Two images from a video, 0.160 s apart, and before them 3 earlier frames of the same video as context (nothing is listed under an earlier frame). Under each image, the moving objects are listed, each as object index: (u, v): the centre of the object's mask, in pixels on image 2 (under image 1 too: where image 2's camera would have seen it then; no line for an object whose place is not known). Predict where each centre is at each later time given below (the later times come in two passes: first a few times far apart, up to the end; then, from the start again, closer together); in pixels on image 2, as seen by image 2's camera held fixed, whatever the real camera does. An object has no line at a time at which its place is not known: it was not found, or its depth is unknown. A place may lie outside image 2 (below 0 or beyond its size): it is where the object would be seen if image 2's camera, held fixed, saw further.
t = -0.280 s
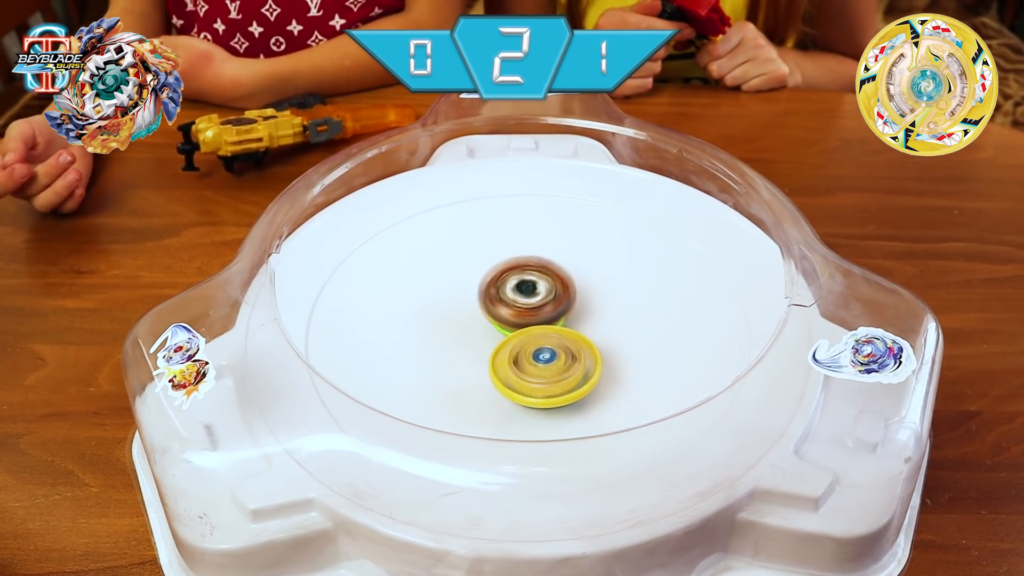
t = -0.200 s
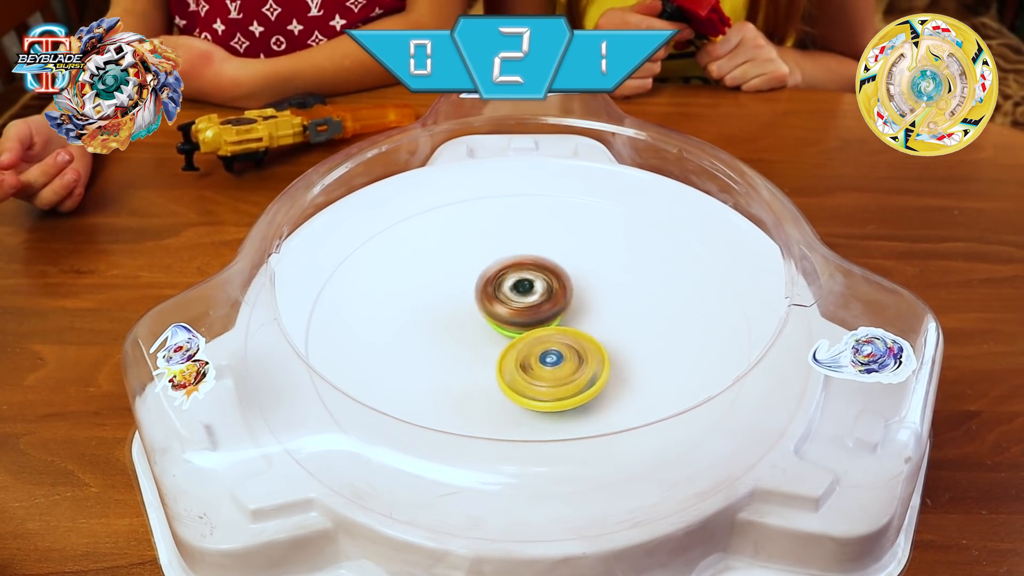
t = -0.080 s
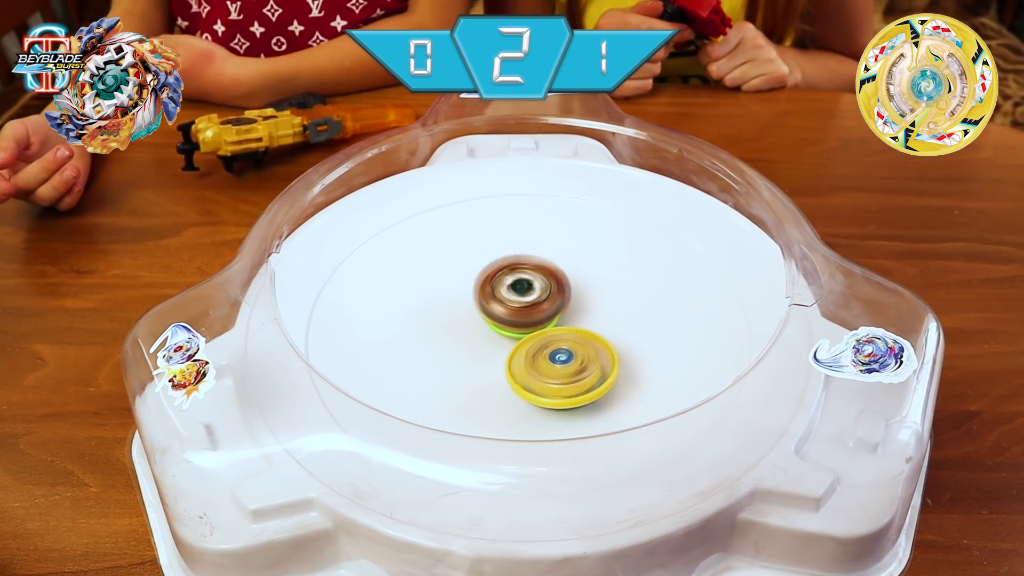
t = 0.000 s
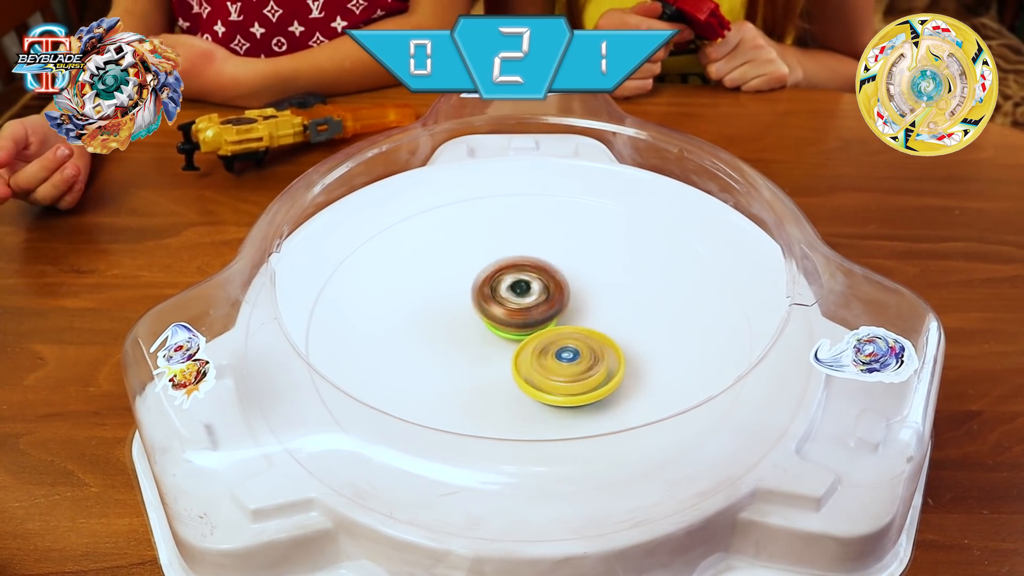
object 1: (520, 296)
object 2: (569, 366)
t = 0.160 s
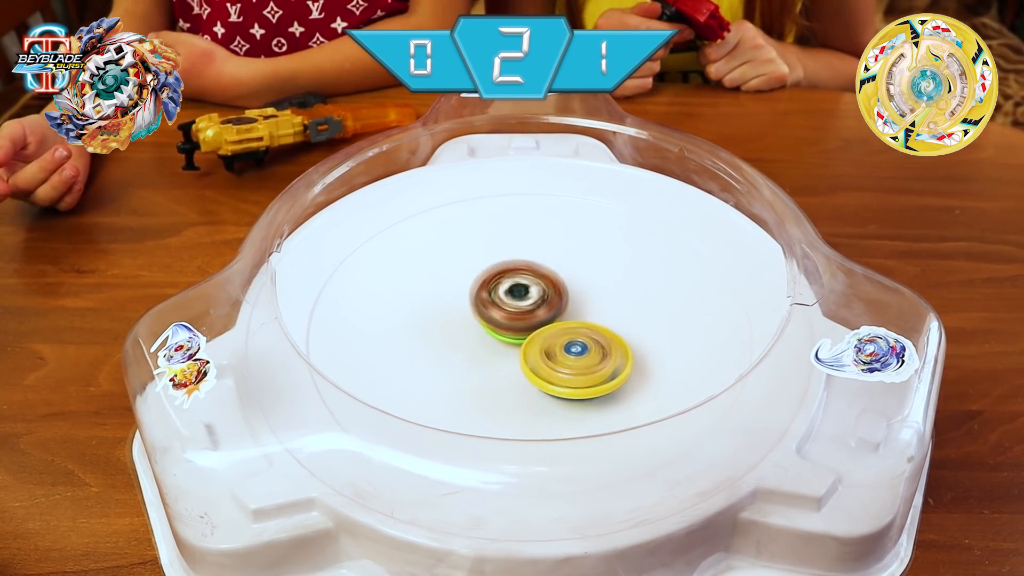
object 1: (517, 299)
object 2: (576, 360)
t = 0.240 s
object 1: (516, 300)
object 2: (580, 358)
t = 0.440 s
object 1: (511, 299)
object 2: (597, 356)
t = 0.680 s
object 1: (513, 305)
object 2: (605, 343)
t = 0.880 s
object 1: (501, 303)
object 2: (631, 333)
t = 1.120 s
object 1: (496, 305)
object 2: (650, 319)
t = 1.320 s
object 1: (501, 311)
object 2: (649, 309)
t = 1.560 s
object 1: (519, 315)
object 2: (630, 298)
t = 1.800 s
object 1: (519, 317)
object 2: (622, 281)
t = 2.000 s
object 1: (527, 317)
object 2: (607, 269)
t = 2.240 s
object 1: (528, 320)
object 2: (594, 251)
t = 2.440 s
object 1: (533, 319)
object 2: (582, 241)
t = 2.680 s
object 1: (537, 316)
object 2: (565, 241)
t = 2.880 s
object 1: (538, 316)
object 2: (549, 246)
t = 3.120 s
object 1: (537, 317)
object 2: (527, 247)
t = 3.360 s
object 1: (541, 323)
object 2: (504, 247)
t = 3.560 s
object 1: (544, 325)
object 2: (487, 249)
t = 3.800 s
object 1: (547, 322)
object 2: (476, 257)
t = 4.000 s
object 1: (549, 318)
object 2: (470, 268)
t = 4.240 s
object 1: (559, 319)
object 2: (451, 272)
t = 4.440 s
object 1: (558, 315)
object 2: (448, 283)
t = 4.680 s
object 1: (551, 311)
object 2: (449, 299)
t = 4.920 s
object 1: (552, 310)
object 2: (441, 311)
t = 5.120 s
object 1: (547, 308)
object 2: (443, 321)
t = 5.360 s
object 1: (545, 306)
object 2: (446, 331)
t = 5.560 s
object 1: (545, 303)
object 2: (450, 339)
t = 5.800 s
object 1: (545, 300)
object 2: (458, 349)
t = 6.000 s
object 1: (548, 294)
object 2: (464, 357)
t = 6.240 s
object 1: (542, 294)
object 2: (482, 361)
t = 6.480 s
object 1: (539, 292)
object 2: (503, 364)
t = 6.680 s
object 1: (538, 293)
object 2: (523, 367)
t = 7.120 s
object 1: (532, 295)
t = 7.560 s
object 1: (524, 293)
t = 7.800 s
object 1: (518, 293)
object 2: (577, 355)
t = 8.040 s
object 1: (514, 296)
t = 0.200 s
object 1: (517, 300)
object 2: (578, 360)
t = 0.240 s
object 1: (516, 300)
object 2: (580, 358)
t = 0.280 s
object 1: (513, 299)
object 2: (586, 361)
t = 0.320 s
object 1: (511, 297)
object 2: (589, 360)
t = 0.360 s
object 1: (511, 297)
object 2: (593, 358)
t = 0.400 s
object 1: (512, 298)
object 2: (595, 357)
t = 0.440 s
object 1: (511, 299)
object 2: (597, 356)
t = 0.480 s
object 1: (512, 300)
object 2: (598, 354)
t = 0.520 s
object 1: (511, 301)
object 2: (600, 352)
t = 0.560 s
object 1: (512, 302)
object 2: (602, 350)
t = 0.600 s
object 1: (512, 303)
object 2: (603, 347)
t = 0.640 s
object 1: (513, 304)
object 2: (603, 345)
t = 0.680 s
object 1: (513, 305)
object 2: (605, 343)
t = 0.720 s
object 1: (511, 305)
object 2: (607, 341)
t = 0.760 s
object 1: (512, 305)
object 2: (609, 338)
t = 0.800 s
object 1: (512, 305)
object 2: (610, 335)
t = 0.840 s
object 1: (513, 306)
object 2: (612, 333)
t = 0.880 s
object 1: (501, 303)
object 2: (631, 333)
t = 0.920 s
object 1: (497, 302)
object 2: (639, 332)
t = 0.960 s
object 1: (496, 301)
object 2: (642, 329)
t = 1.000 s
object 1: (495, 301)
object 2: (645, 326)
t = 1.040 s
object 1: (496, 303)
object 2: (648, 324)
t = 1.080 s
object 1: (496, 304)
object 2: (649, 322)
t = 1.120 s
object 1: (496, 305)
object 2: (650, 319)
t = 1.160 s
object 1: (496, 306)
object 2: (651, 317)
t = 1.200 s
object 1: (497, 308)
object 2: (652, 315)
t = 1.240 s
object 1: (498, 309)
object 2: (652, 313)
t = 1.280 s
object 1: (500, 310)
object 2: (651, 311)
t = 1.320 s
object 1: (501, 311)
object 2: (649, 309)
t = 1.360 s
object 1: (504, 312)
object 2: (647, 307)
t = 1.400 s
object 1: (506, 313)
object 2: (645, 305)
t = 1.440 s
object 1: (510, 314)
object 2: (642, 303)
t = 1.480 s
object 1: (512, 314)
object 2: (638, 302)
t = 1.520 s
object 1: (516, 315)
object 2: (635, 300)
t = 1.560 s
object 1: (519, 315)
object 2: (630, 298)
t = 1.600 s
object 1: (522, 316)
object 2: (625, 296)
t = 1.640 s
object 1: (519, 317)
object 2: (628, 292)
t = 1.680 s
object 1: (517, 318)
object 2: (631, 289)
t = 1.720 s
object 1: (517, 317)
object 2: (628, 286)
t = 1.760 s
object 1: (518, 317)
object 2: (625, 284)
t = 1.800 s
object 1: (519, 317)
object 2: (622, 281)
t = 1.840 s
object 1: (520, 318)
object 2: (619, 278)
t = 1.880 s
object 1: (522, 317)
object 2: (616, 276)
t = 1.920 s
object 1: (523, 317)
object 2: (613, 273)
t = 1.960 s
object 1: (525, 317)
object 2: (611, 271)
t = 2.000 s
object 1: (527, 317)
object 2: (607, 269)
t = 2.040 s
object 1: (528, 317)
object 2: (604, 267)
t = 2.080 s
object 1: (529, 317)
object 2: (601, 265)
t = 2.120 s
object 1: (530, 316)
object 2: (597, 263)
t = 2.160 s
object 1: (529, 319)
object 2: (597, 258)
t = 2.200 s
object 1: (529, 320)
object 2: (597, 253)
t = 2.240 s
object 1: (528, 320)
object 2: (594, 251)
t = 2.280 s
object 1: (529, 320)
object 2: (592, 248)
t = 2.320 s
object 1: (530, 320)
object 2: (590, 246)
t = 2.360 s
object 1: (531, 320)
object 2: (587, 244)
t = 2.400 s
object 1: (532, 319)
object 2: (584, 243)
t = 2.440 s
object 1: (533, 319)
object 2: (582, 241)
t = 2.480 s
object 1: (534, 319)
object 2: (579, 240)
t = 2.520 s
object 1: (534, 318)
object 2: (577, 240)
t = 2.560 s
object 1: (535, 318)
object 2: (575, 240)
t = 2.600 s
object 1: (536, 317)
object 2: (572, 240)
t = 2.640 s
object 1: (536, 317)
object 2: (569, 241)
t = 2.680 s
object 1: (537, 316)
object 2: (565, 241)
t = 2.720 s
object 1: (537, 315)
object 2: (562, 242)
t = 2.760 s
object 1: (538, 315)
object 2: (559, 243)
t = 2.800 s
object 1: (538, 315)
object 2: (555, 245)
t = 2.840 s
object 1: (538, 314)
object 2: (552, 246)
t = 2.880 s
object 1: (538, 316)
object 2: (549, 246)
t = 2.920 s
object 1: (538, 317)
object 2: (547, 244)
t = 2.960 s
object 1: (537, 317)
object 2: (543, 245)
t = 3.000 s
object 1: (536, 317)
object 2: (539, 245)
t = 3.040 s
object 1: (537, 316)
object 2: (535, 246)
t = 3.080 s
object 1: (537, 317)
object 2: (531, 246)
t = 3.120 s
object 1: (537, 317)
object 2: (527, 247)
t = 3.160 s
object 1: (537, 317)
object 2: (524, 248)
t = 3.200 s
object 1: (538, 317)
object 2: (520, 249)
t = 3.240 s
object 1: (537, 318)
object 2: (516, 250)
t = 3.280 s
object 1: (538, 318)
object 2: (512, 251)
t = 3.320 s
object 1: (540, 320)
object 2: (507, 249)
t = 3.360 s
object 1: (541, 323)
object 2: (504, 247)
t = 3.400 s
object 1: (541, 324)
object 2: (499, 248)
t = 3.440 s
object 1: (542, 324)
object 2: (496, 247)
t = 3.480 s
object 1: (543, 324)
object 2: (493, 248)
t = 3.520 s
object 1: (543, 325)
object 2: (490, 248)
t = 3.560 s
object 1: (544, 325)
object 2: (487, 249)
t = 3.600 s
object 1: (545, 325)
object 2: (485, 250)
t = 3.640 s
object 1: (545, 324)
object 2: (482, 251)
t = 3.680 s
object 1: (546, 324)
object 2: (480, 252)
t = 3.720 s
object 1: (546, 323)
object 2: (478, 254)
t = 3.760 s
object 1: (547, 323)
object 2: (477, 255)
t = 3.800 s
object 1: (547, 322)
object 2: (476, 257)
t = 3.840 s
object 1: (546, 321)
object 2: (475, 259)
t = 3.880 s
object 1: (546, 320)
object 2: (474, 262)
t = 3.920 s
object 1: (546, 319)
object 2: (474, 264)
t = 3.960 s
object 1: (546, 318)
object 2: (473, 267)
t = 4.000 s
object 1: (549, 318)
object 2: (470, 268)
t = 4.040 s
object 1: (555, 321)
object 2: (461, 265)
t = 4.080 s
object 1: (556, 321)
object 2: (460, 266)
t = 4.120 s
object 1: (557, 322)
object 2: (457, 267)
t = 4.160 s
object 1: (558, 321)
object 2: (455, 269)
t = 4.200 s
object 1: (558, 320)
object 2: (453, 271)
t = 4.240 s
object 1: (559, 319)
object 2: (451, 272)
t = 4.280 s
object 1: (559, 318)
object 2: (450, 274)
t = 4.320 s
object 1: (559, 318)
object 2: (449, 276)
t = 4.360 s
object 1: (559, 317)
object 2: (448, 278)
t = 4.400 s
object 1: (558, 316)
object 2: (448, 281)
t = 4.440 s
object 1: (558, 315)
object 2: (448, 283)
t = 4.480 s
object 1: (557, 314)
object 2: (447, 285)
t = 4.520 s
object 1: (556, 314)
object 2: (447, 288)
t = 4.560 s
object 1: (555, 313)
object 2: (448, 290)
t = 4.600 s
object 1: (553, 312)
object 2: (448, 293)
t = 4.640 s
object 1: (552, 312)
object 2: (449, 296)
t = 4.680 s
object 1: (551, 311)
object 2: (449, 299)
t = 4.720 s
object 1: (554, 311)
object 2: (446, 300)
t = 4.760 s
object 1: (555, 311)
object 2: (444, 302)
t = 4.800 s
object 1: (554, 311)
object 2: (443, 304)
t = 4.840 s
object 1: (555, 310)
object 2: (442, 307)
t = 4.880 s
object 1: (554, 309)
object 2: (442, 309)
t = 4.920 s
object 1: (552, 310)
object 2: (441, 311)
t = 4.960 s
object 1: (553, 309)
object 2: (441, 313)
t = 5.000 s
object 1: (551, 308)
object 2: (441, 315)
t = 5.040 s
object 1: (550, 309)
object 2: (441, 317)
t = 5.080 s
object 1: (549, 308)
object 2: (442, 319)
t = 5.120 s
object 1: (547, 308)
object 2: (443, 321)
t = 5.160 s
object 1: (547, 308)
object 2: (443, 322)
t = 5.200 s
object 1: (545, 307)
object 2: (444, 324)
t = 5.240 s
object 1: (546, 307)
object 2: (443, 326)
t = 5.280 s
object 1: (546, 307)
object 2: (444, 328)
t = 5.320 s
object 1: (546, 307)
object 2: (445, 329)
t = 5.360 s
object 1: (545, 306)
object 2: (446, 331)
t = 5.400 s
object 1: (545, 305)
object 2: (446, 333)
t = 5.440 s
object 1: (546, 304)
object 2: (446, 334)
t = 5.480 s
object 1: (546, 305)
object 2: (447, 336)
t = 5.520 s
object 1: (546, 304)
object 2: (448, 337)
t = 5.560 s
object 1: (545, 303)
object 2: (450, 339)
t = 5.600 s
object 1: (544, 304)
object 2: (452, 340)
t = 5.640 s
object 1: (544, 303)
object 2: (454, 342)
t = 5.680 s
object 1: (543, 303)
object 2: (456, 343)
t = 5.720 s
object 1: (543, 302)
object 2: (458, 344)
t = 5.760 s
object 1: (544, 301)
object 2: (461, 345)
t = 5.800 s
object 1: (545, 300)
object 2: (458, 349)
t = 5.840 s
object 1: (547, 297)
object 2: (456, 351)
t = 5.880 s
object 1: (548, 296)
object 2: (459, 353)
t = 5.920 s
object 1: (549, 295)
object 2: (460, 355)
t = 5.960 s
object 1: (548, 294)
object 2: (462, 356)
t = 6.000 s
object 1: (548, 294)
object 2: (464, 357)
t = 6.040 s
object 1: (547, 294)
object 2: (466, 359)
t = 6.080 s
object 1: (546, 293)
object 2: (469, 359)
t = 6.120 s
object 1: (545, 294)
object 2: (472, 360)
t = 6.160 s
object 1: (544, 294)
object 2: (475, 360)
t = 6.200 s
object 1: (543, 294)
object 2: (479, 361)
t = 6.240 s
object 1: (542, 294)
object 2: (482, 361)
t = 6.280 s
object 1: (542, 294)
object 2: (486, 361)
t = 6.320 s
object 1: (542, 295)
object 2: (491, 361)
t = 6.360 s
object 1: (542, 294)
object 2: (494, 361)
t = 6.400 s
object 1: (541, 293)
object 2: (497, 362)
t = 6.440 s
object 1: (539, 293)
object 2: (501, 362)
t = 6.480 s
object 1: (539, 292)
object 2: (503, 364)
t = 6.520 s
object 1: (539, 292)
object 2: (508, 365)
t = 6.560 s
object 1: (539, 292)
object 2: (511, 366)
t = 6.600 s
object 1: (539, 292)
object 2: (516, 366)
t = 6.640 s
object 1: (538, 292)
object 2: (519, 367)
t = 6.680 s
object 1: (538, 293)
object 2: (523, 367)
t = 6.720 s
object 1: (538, 293)
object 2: (526, 367)
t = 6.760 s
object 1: (536, 293)
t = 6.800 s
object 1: (536, 294)
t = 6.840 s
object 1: (536, 293)
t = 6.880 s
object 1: (535, 294)
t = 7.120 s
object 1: (532, 295)
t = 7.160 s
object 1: (532, 295)
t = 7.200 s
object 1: (530, 295)
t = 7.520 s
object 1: (525, 293)
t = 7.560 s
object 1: (524, 293)
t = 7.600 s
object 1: (524, 293)
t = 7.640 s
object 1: (523, 293)
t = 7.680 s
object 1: (522, 293)
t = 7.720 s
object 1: (521, 293)
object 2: (576, 356)
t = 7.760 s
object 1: (520, 293)
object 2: (576, 356)
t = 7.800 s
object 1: (518, 293)
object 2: (577, 355)
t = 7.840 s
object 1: (518, 293)
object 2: (579, 354)
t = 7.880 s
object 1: (516, 293)
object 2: (580, 354)
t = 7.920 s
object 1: (516, 295)
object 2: (582, 352)
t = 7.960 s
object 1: (515, 295)
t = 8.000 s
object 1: (513, 295)
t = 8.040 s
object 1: (514, 296)
